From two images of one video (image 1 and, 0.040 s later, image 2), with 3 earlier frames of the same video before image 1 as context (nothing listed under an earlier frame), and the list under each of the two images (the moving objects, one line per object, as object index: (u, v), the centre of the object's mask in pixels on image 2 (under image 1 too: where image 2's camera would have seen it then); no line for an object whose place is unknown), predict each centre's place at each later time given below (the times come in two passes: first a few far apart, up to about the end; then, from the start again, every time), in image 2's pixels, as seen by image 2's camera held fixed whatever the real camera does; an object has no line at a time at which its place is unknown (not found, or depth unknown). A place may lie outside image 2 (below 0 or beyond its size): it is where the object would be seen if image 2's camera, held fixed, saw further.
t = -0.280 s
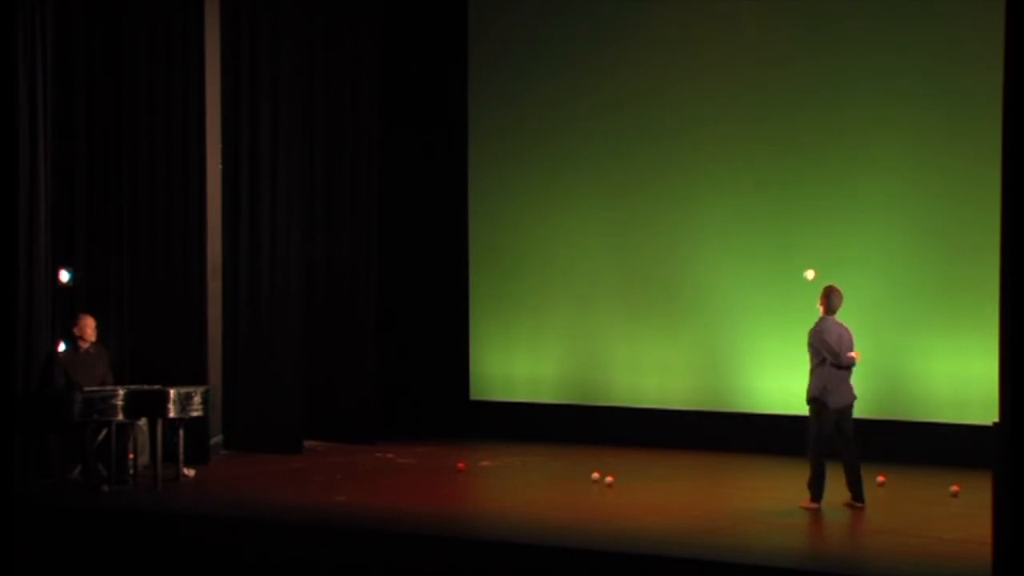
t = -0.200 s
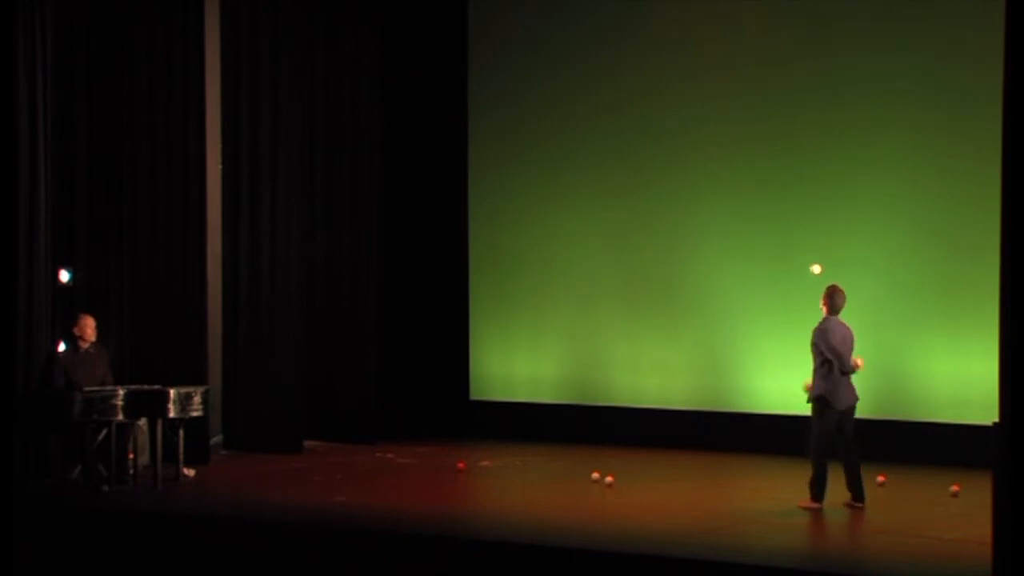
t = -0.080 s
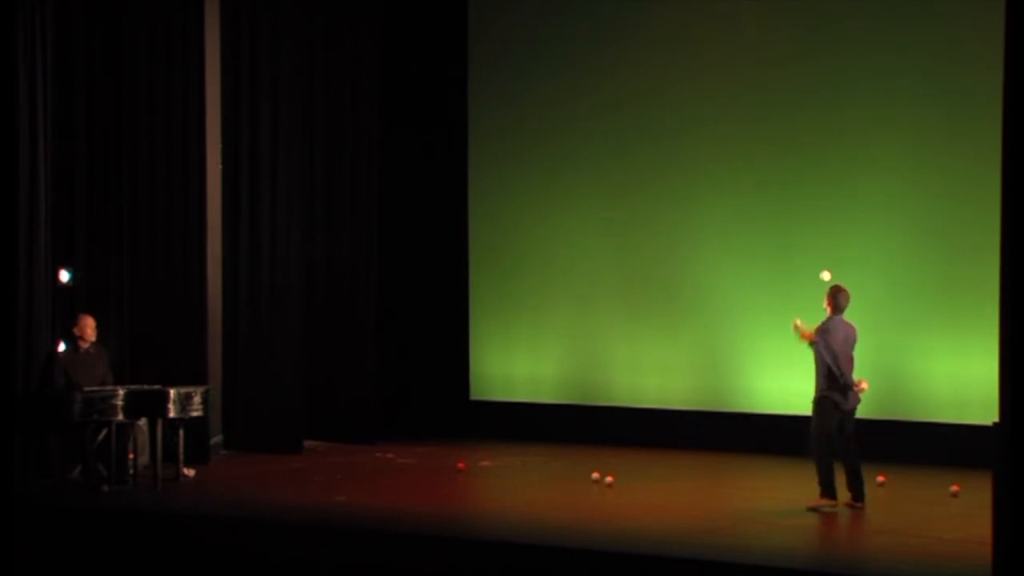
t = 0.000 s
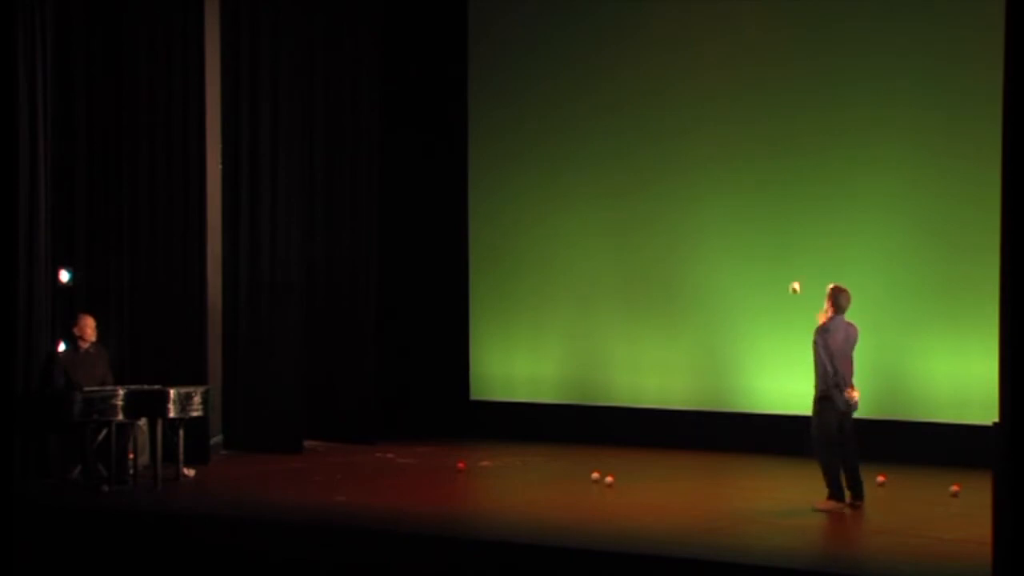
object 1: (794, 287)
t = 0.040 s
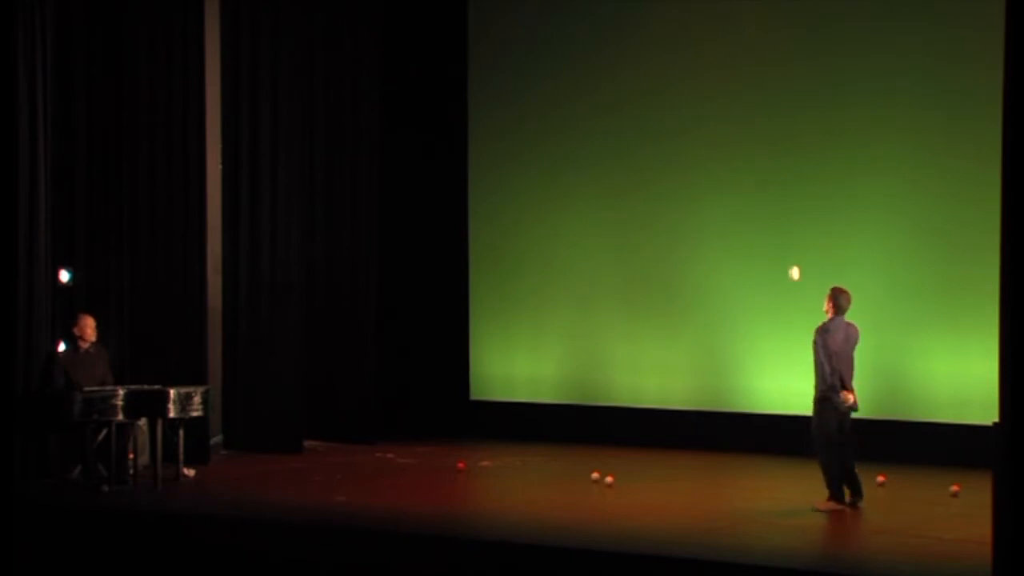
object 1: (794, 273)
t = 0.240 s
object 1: (792, 223)
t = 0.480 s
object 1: (788, 227)
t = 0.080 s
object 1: (793, 259)
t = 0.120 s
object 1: (793, 246)
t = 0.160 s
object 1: (793, 237)
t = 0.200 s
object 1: (792, 229)
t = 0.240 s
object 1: (792, 223)
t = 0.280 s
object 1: (791, 218)
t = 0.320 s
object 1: (791, 216)
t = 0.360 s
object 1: (790, 216)
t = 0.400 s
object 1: (789, 218)
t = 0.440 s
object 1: (789, 221)
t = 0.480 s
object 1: (788, 227)
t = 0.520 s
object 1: (787, 234)
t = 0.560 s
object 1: (787, 244)
